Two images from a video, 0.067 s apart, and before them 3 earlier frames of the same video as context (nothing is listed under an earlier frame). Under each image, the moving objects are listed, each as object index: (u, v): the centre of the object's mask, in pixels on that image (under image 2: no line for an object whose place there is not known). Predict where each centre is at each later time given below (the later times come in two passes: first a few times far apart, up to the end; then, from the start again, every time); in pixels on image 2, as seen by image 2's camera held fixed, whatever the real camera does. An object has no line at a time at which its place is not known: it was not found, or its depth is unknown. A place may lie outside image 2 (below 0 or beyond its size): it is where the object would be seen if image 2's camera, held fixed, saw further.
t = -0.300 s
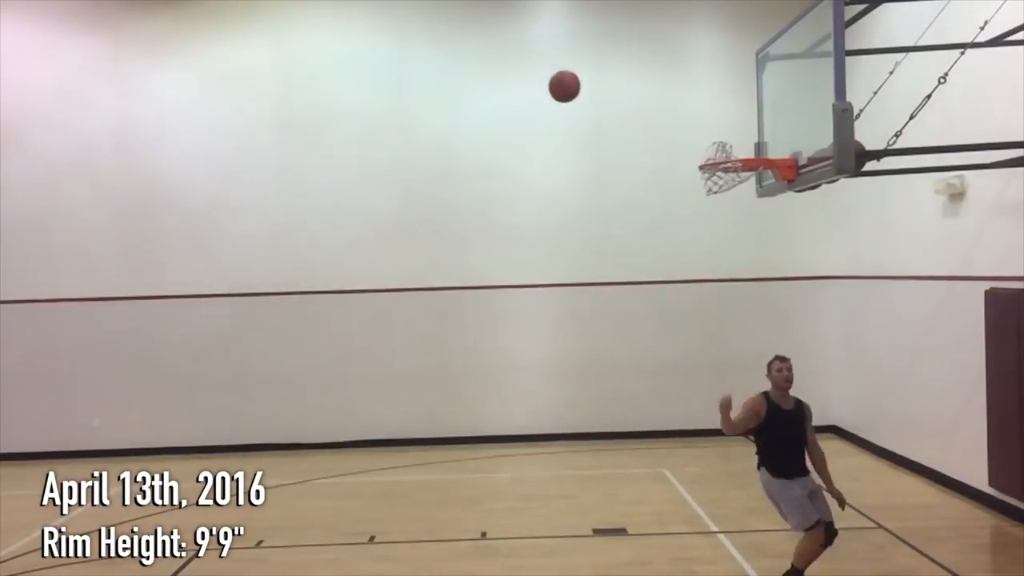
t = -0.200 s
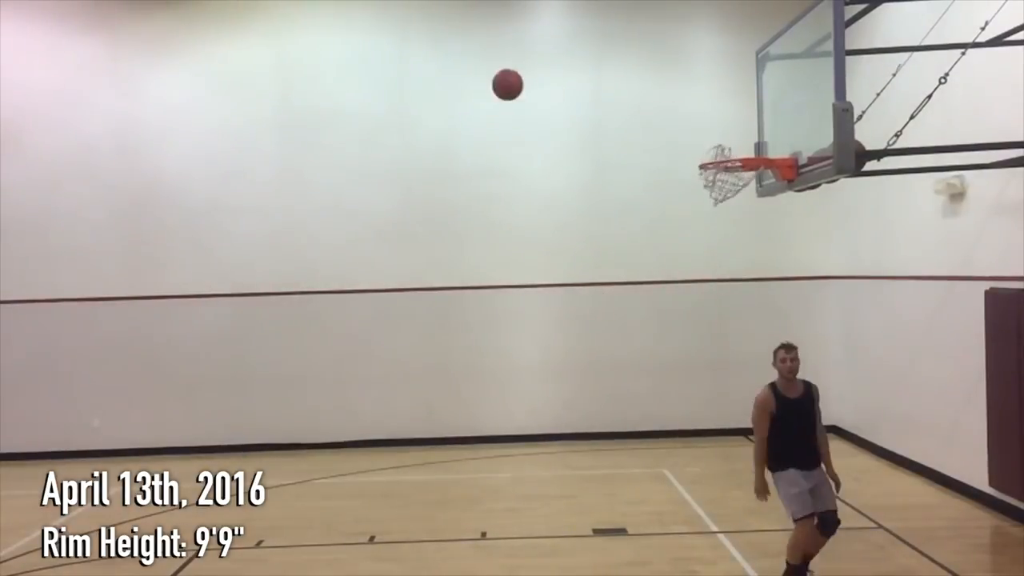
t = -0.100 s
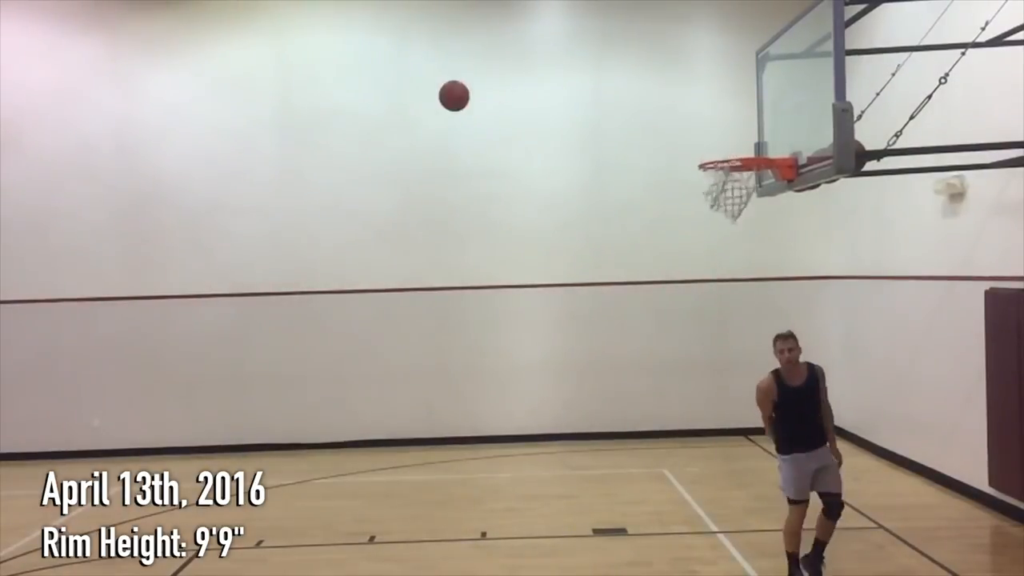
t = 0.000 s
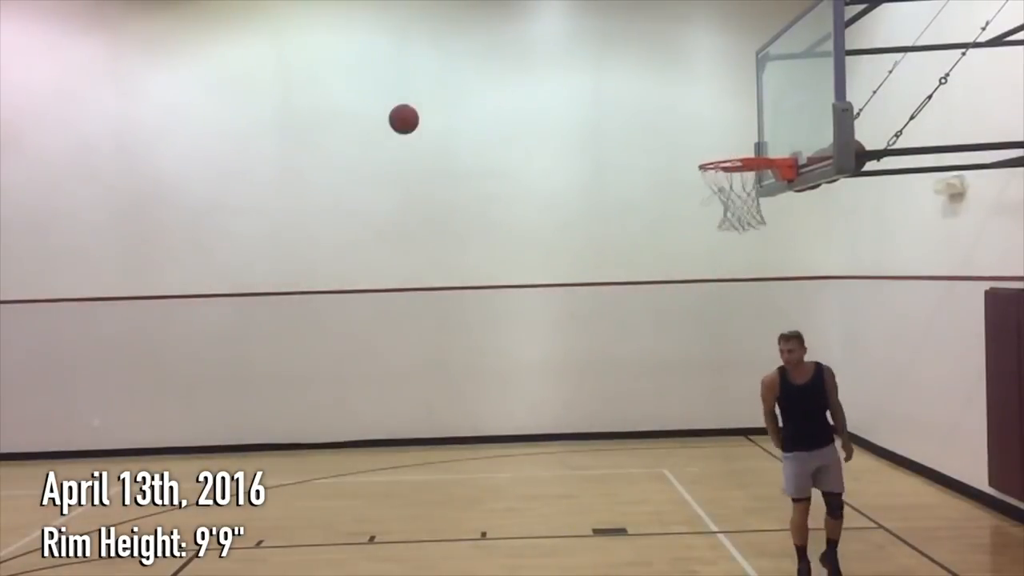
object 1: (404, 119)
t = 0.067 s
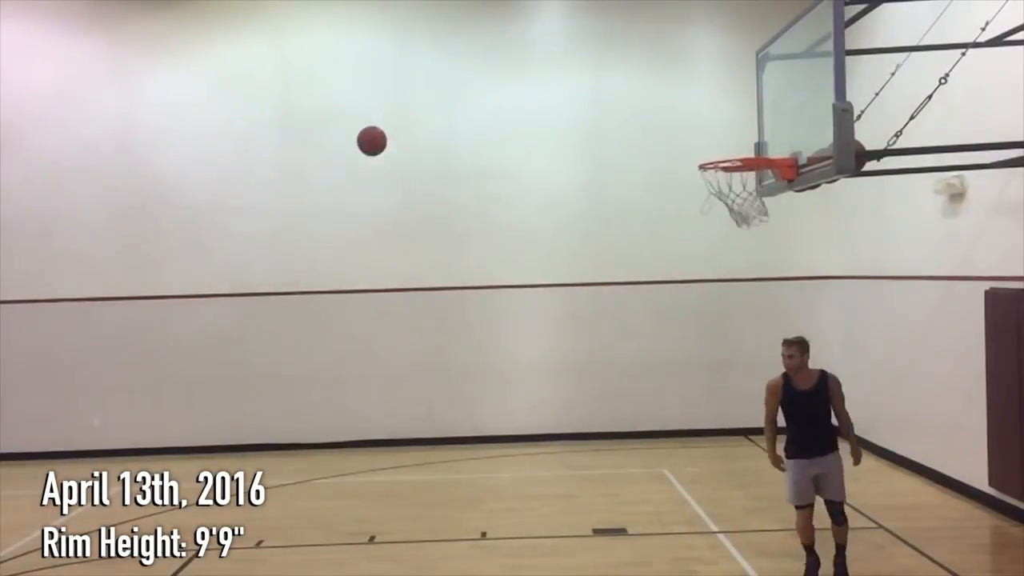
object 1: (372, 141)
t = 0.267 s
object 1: (284, 234)
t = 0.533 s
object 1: (182, 416)
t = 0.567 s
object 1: (171, 443)
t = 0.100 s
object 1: (356, 153)
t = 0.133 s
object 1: (341, 167)
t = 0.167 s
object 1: (326, 182)
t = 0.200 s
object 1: (312, 198)
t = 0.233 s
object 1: (298, 215)
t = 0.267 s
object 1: (284, 234)
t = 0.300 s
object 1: (270, 253)
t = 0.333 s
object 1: (257, 273)
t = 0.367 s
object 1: (244, 294)
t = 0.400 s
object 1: (231, 317)
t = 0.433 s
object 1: (218, 340)
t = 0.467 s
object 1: (206, 364)
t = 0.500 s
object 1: (194, 389)
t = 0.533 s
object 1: (182, 416)
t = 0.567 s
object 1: (171, 443)
